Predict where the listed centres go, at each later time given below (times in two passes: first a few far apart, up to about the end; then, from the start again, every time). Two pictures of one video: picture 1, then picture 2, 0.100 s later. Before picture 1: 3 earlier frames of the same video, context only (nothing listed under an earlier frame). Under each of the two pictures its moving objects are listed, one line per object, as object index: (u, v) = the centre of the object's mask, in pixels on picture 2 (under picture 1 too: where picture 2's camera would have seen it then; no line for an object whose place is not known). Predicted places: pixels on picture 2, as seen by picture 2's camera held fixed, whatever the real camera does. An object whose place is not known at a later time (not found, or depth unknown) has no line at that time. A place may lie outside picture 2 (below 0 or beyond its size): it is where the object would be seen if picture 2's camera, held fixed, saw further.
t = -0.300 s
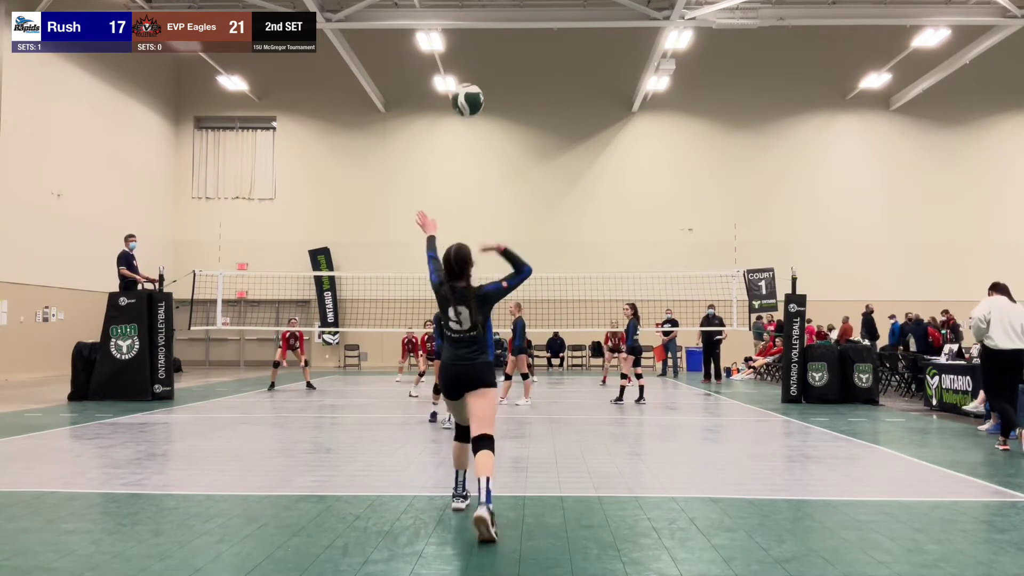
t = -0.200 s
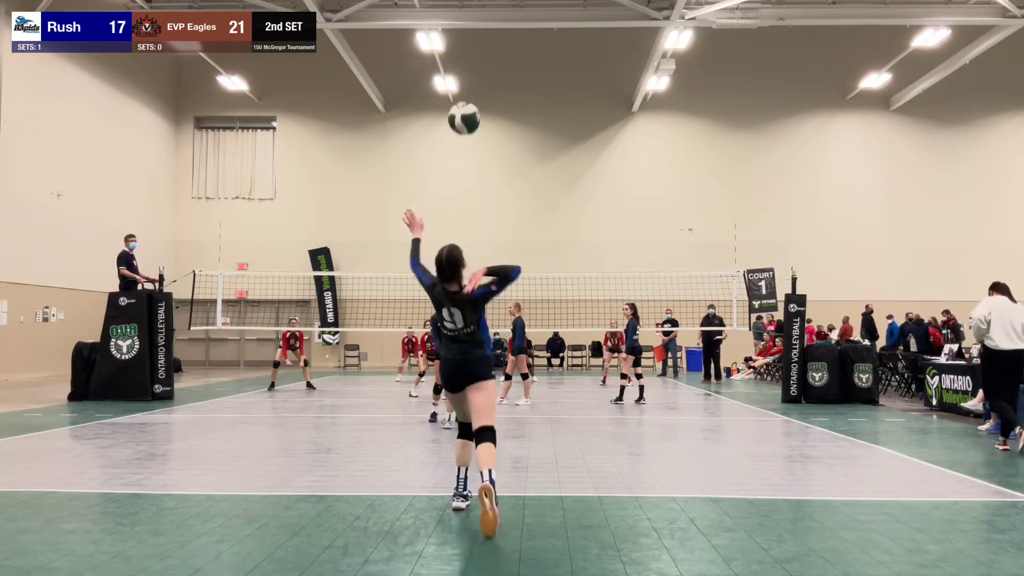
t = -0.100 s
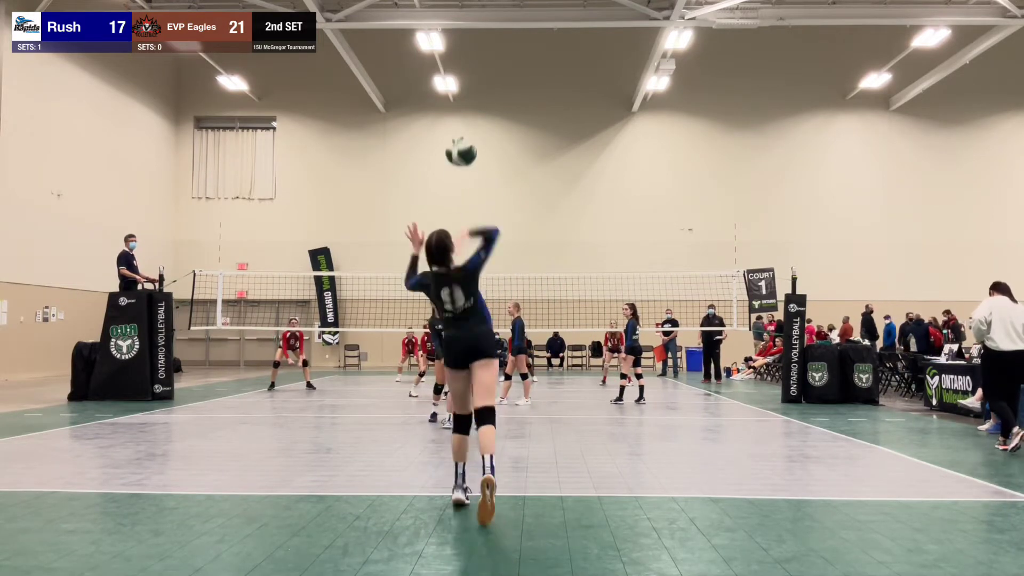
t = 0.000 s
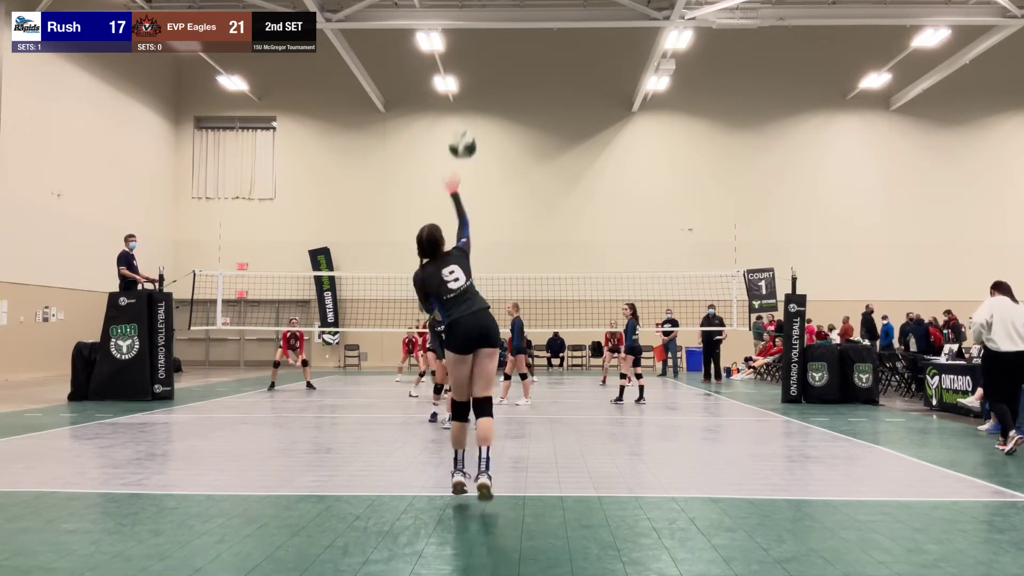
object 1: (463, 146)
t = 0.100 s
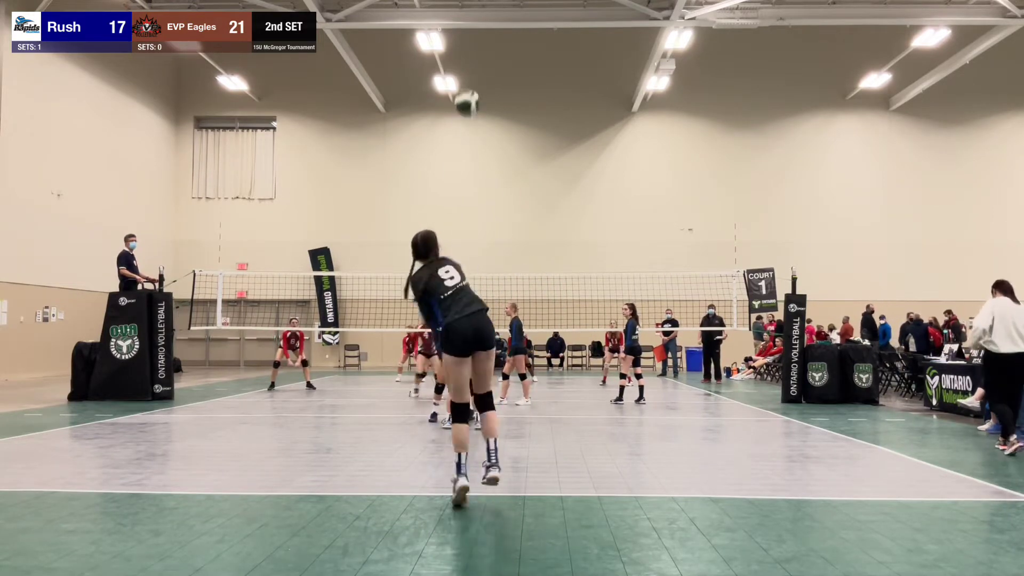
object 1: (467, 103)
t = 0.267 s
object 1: (471, 79)
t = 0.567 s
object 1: (470, 102)
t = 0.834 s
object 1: (466, 160)
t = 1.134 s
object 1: (461, 245)
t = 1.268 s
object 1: (456, 283)
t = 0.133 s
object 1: (469, 94)
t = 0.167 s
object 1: (470, 87)
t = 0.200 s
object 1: (471, 83)
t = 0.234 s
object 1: (471, 80)
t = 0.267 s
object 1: (471, 79)
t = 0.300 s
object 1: (471, 78)
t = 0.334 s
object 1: (471, 79)
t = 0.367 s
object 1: (471, 80)
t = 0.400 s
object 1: (471, 82)
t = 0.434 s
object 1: (471, 85)
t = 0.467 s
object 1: (470, 89)
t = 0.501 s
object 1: (471, 93)
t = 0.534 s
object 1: (470, 97)
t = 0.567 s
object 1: (470, 102)
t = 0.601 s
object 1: (470, 108)
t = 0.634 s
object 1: (469, 114)
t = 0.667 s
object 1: (468, 121)
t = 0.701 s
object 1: (468, 128)
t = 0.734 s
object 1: (468, 136)
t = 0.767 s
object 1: (467, 144)
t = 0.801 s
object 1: (467, 152)
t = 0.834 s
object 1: (466, 160)
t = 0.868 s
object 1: (465, 169)
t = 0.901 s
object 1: (465, 177)
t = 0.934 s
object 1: (464, 187)
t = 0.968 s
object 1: (464, 196)
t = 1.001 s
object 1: (463, 206)
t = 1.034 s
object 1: (463, 215)
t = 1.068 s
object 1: (462, 225)
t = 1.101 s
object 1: (462, 235)
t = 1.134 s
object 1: (461, 245)
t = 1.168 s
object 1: (460, 255)
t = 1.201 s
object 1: (459, 265)
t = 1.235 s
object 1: (459, 278)
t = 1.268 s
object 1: (456, 283)
